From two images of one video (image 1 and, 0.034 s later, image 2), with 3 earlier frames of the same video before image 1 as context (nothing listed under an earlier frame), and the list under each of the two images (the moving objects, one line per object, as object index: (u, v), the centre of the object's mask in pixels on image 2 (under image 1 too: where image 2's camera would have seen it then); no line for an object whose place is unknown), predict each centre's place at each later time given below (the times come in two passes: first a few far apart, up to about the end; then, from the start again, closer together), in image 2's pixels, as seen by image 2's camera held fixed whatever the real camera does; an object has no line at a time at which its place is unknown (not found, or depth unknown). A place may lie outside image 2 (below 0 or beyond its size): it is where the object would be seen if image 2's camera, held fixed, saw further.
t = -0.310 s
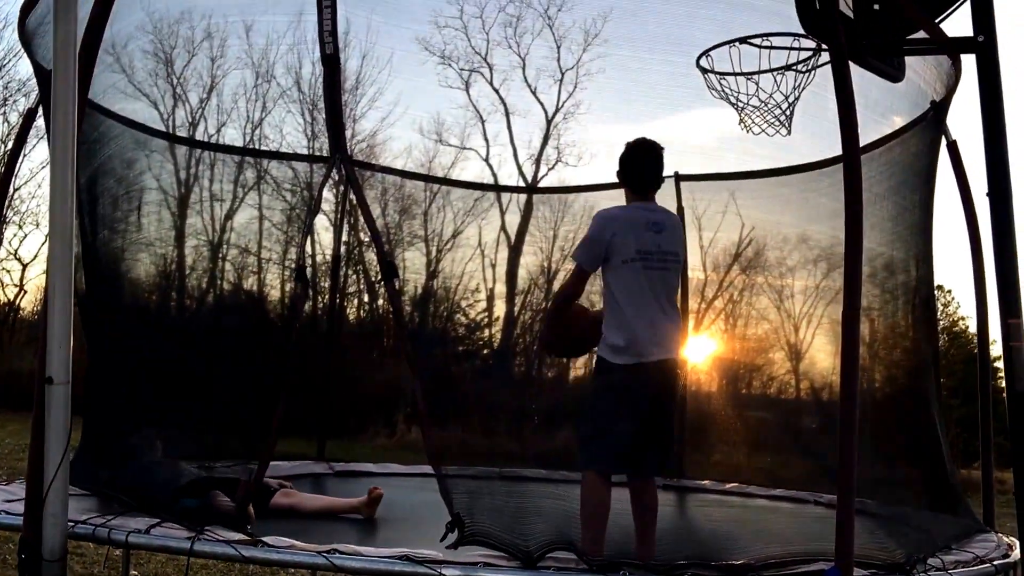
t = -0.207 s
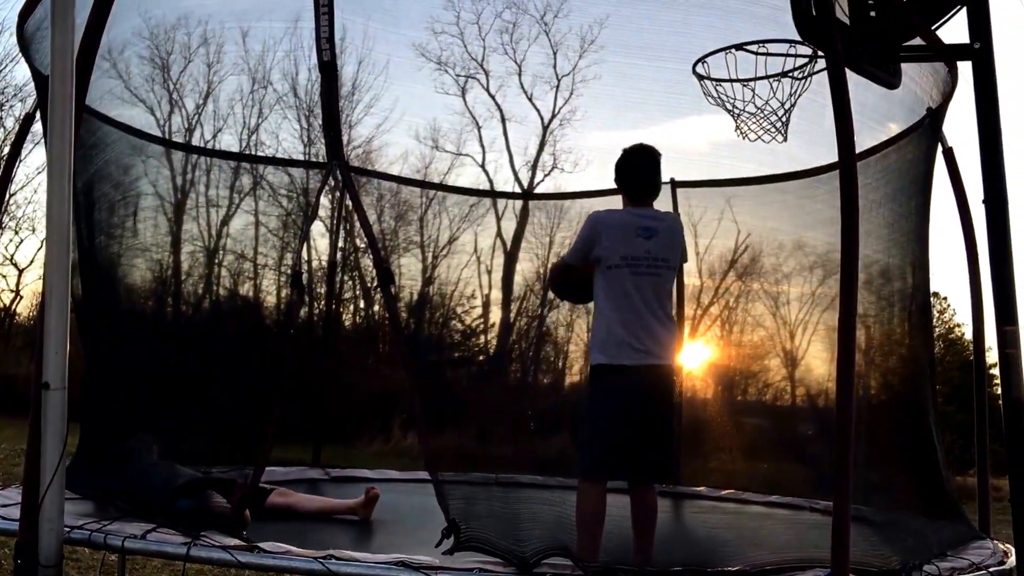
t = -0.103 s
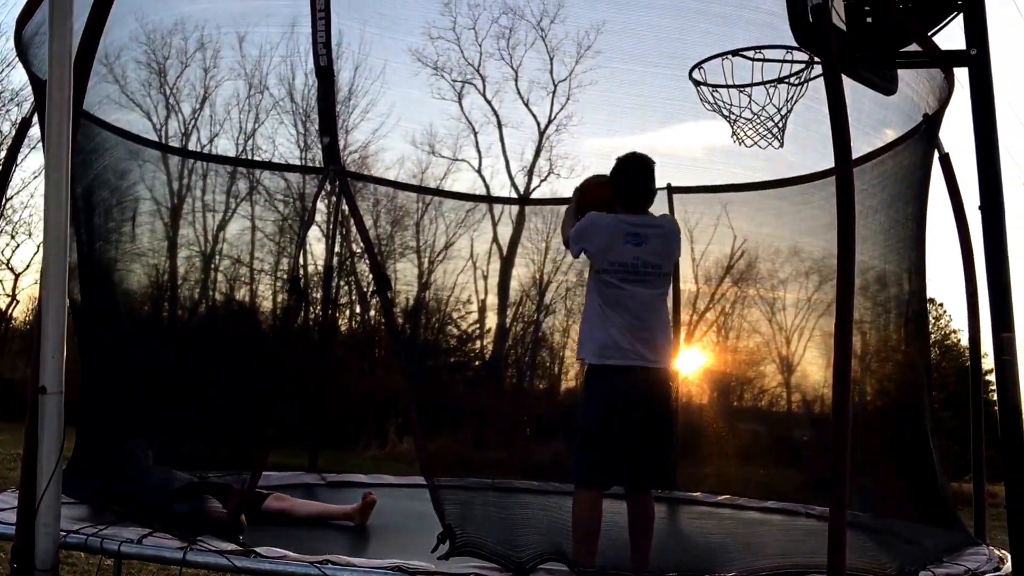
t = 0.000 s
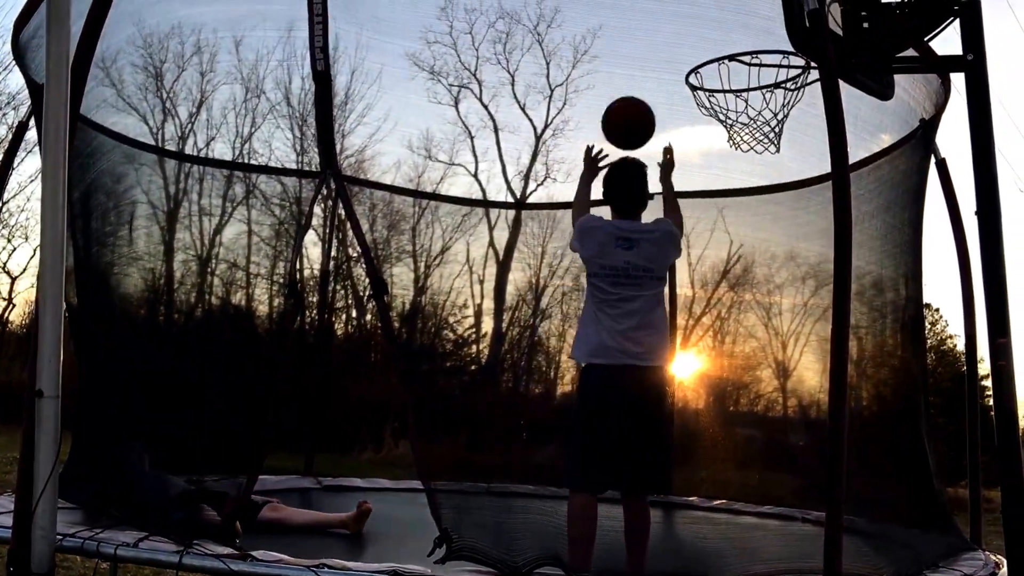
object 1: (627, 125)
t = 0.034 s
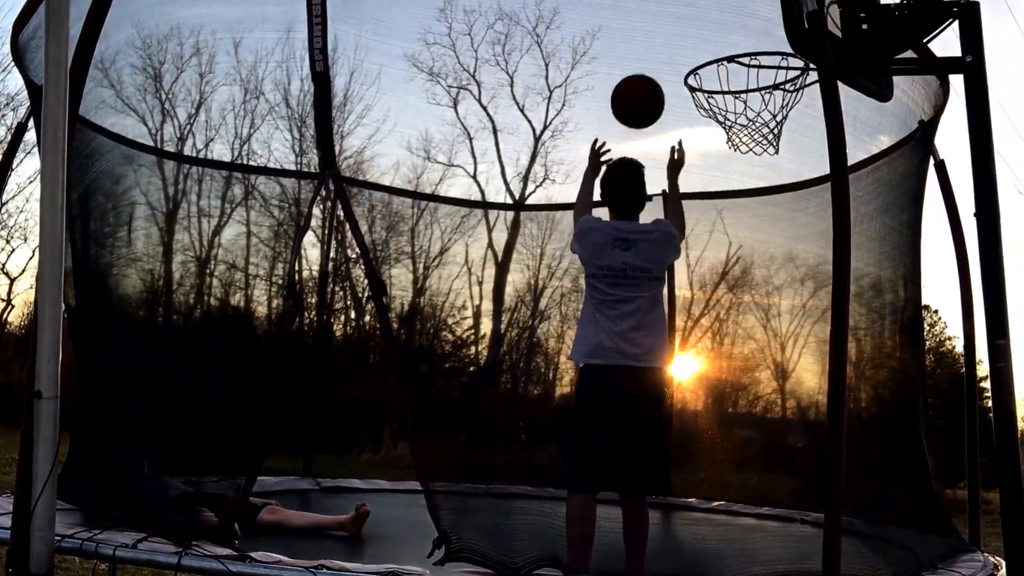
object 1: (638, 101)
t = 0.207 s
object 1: (688, 20)
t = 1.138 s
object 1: (735, 158)
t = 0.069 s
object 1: (648, 80)
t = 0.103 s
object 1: (658, 62)
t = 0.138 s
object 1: (668, 45)
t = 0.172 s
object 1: (678, 31)
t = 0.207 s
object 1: (688, 20)
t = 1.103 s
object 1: (732, 142)
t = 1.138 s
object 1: (735, 158)
